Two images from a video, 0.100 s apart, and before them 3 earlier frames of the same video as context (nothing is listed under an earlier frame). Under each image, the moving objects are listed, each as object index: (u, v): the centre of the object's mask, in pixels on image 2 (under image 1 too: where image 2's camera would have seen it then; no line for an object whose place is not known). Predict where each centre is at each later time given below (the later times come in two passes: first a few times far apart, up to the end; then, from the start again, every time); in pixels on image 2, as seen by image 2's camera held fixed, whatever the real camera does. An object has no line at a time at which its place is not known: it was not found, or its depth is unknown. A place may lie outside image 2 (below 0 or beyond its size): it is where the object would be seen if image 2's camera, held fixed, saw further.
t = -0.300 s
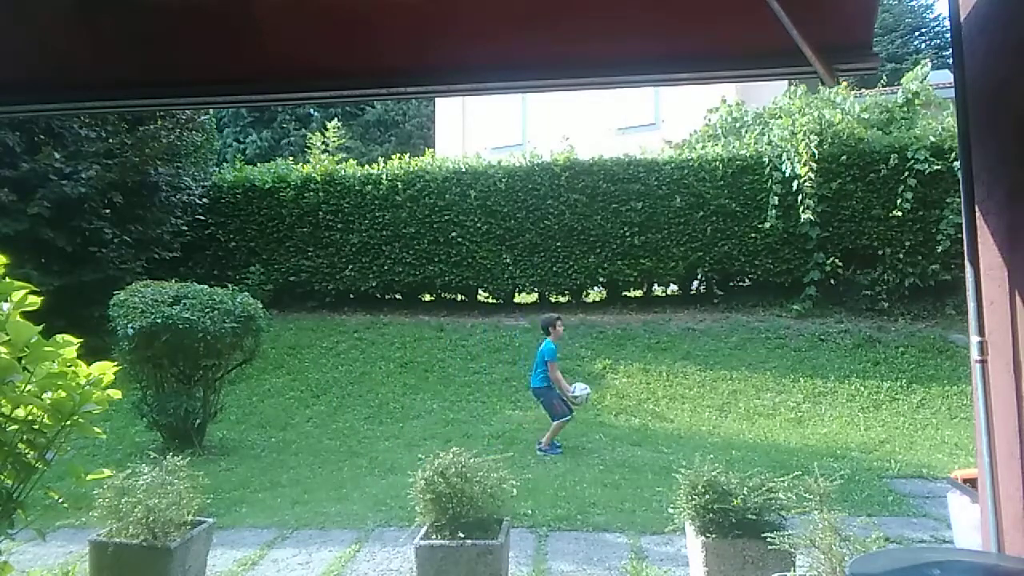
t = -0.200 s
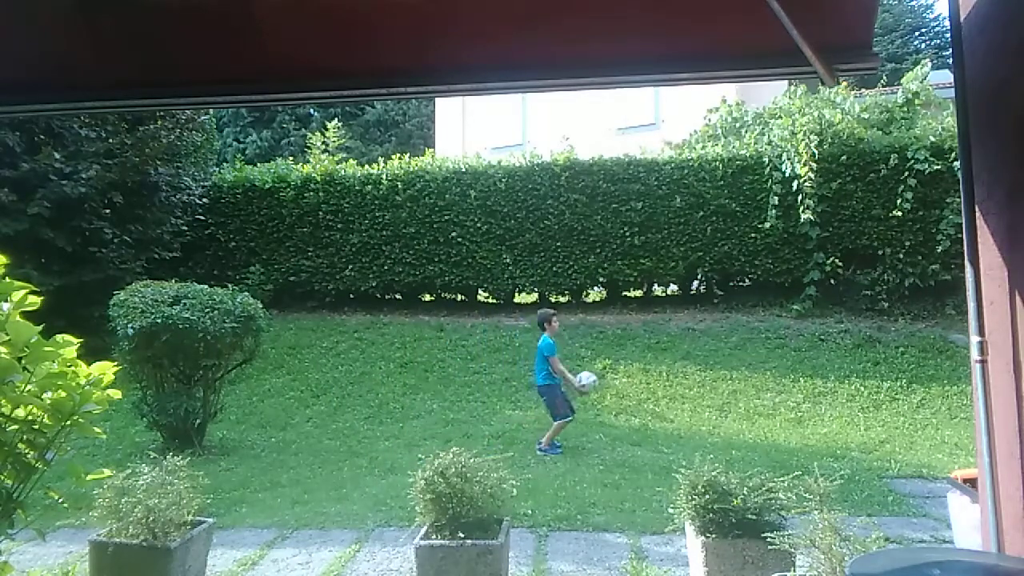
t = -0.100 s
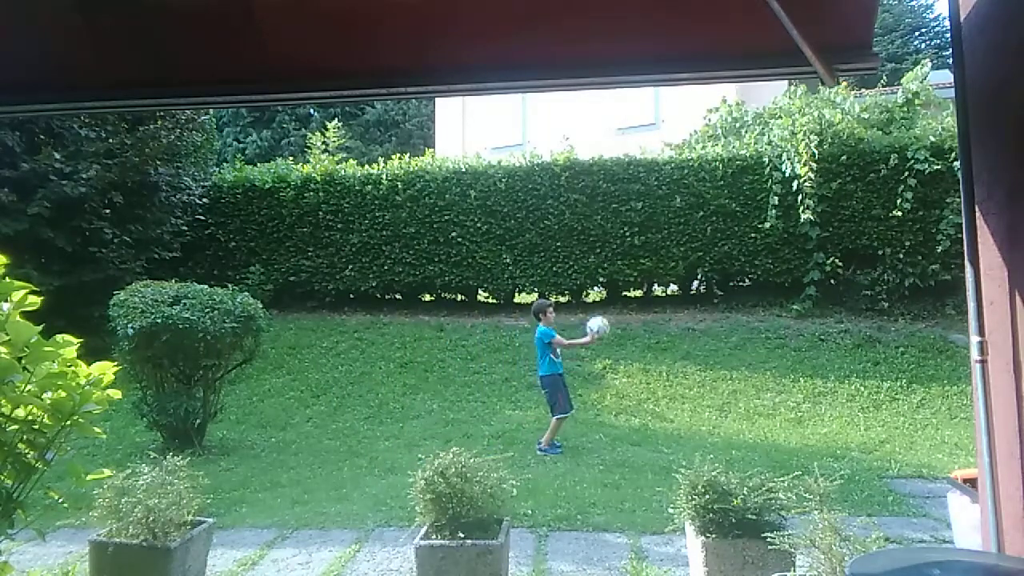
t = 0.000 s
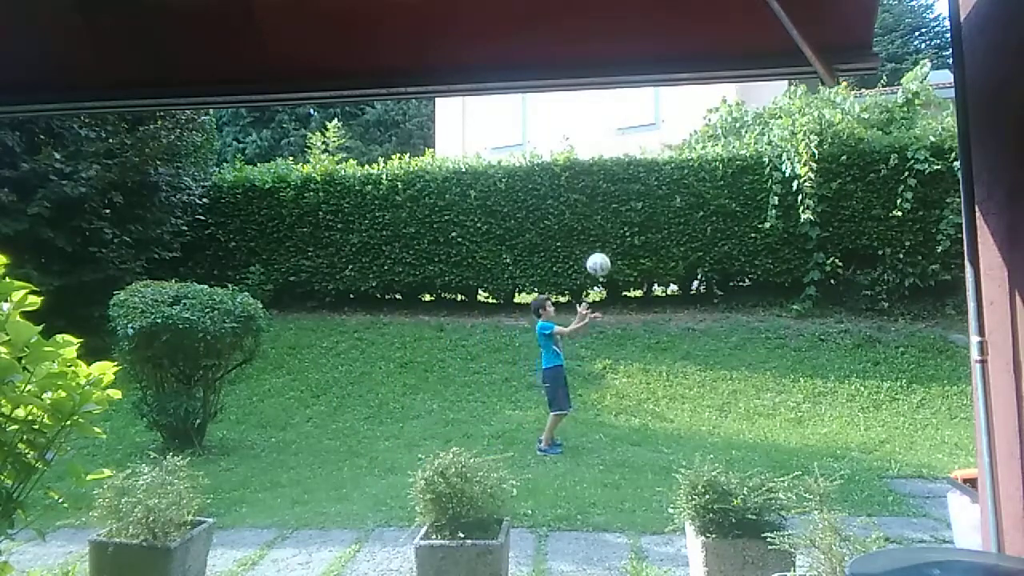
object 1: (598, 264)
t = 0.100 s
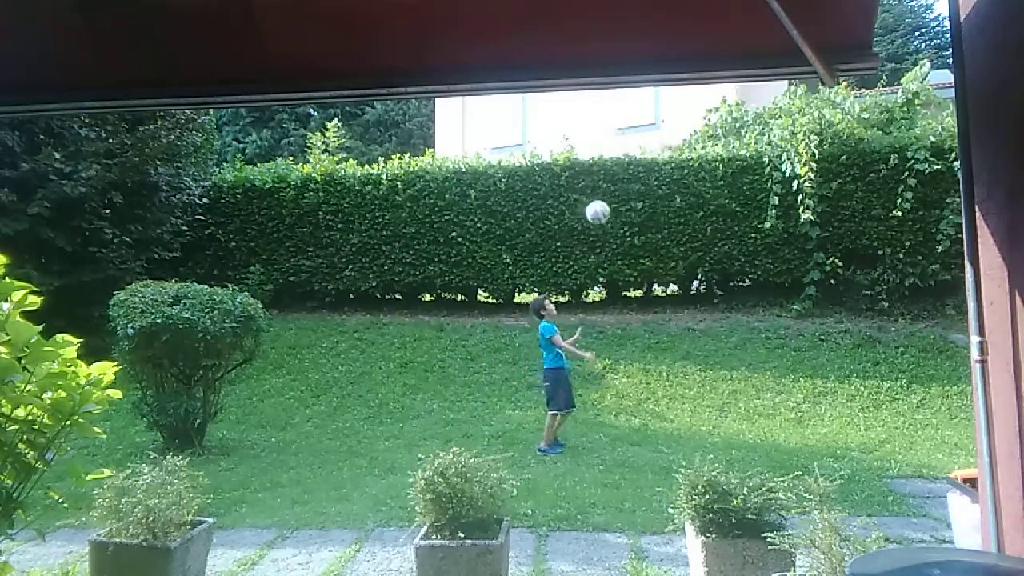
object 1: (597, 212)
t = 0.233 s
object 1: (595, 163)
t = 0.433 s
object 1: (593, 116)
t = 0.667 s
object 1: (590, 110)
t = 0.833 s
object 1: (588, 136)
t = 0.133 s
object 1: (597, 197)
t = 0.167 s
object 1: (596, 183)
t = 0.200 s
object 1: (596, 171)
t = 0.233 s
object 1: (595, 163)
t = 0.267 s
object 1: (597, 151)
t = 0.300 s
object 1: (596, 143)
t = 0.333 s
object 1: (595, 135)
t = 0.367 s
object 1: (595, 127)
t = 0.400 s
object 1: (593, 122)
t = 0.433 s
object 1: (593, 116)
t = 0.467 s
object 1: (593, 113)
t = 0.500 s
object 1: (592, 110)
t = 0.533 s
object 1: (592, 108)
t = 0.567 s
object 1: (591, 107)
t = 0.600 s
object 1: (591, 106)
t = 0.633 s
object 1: (590, 107)
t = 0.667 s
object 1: (590, 110)
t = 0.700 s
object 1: (590, 113)
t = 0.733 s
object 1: (589, 117)
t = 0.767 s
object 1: (588, 122)
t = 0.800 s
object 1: (588, 129)
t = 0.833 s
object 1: (588, 136)
